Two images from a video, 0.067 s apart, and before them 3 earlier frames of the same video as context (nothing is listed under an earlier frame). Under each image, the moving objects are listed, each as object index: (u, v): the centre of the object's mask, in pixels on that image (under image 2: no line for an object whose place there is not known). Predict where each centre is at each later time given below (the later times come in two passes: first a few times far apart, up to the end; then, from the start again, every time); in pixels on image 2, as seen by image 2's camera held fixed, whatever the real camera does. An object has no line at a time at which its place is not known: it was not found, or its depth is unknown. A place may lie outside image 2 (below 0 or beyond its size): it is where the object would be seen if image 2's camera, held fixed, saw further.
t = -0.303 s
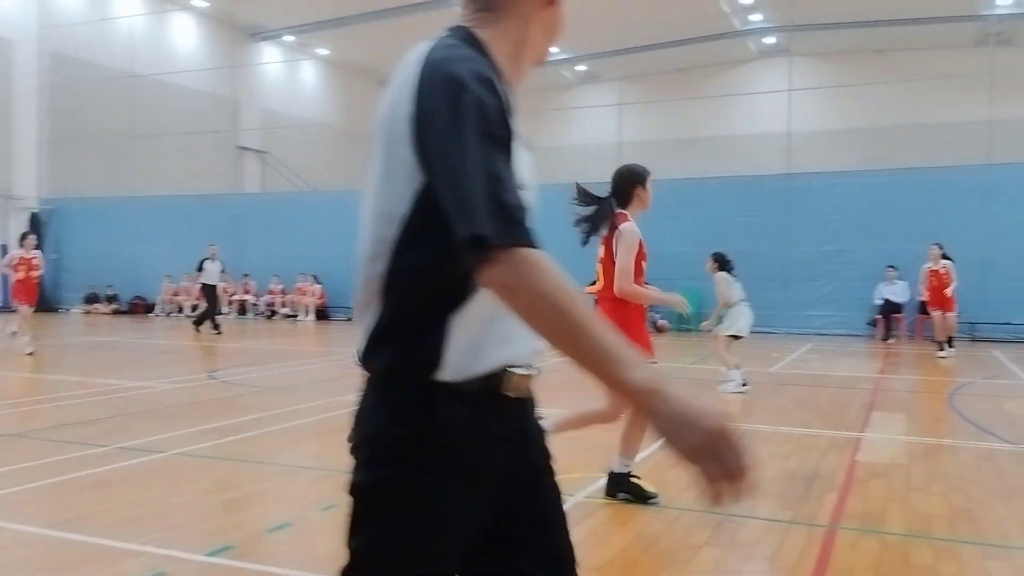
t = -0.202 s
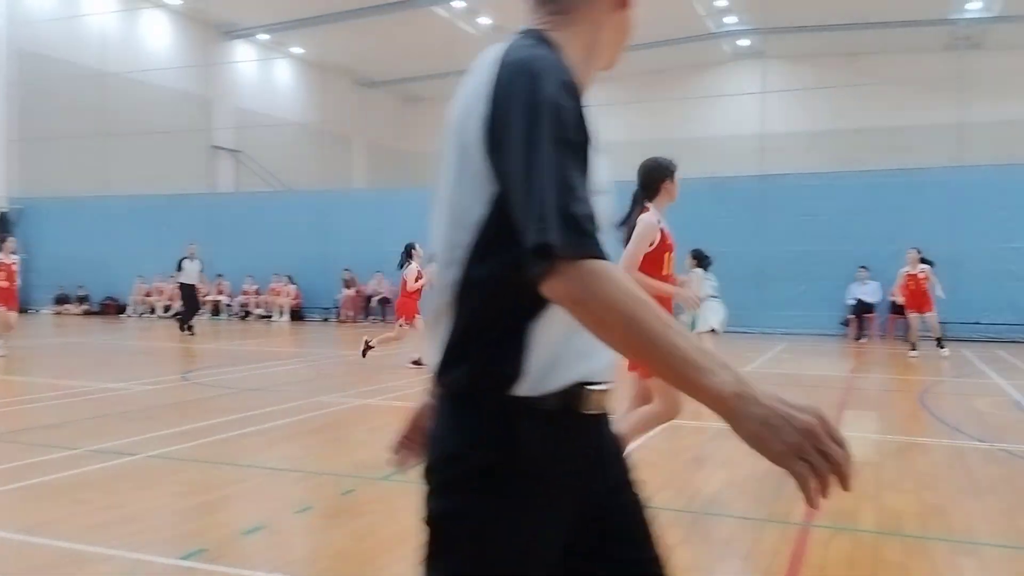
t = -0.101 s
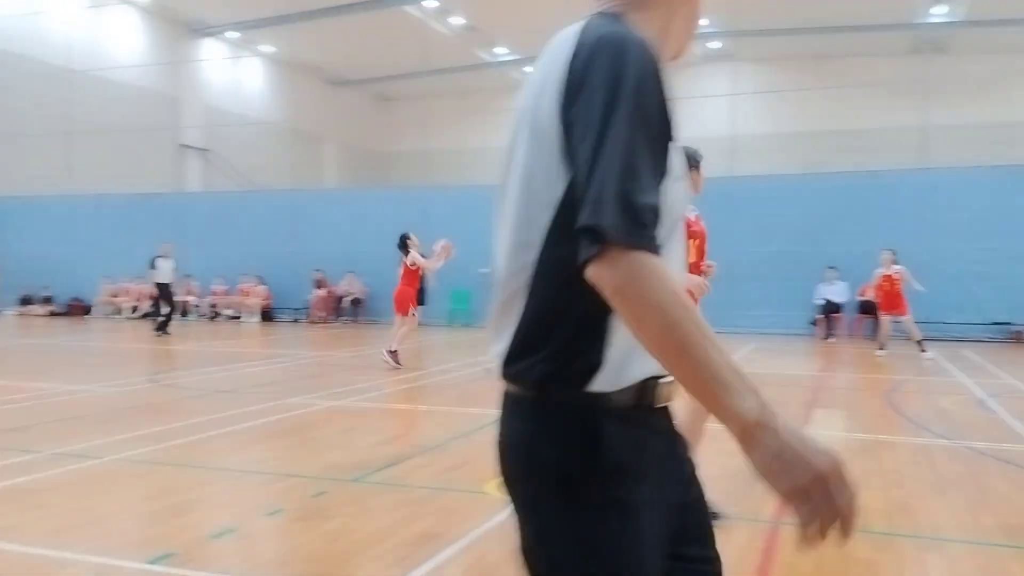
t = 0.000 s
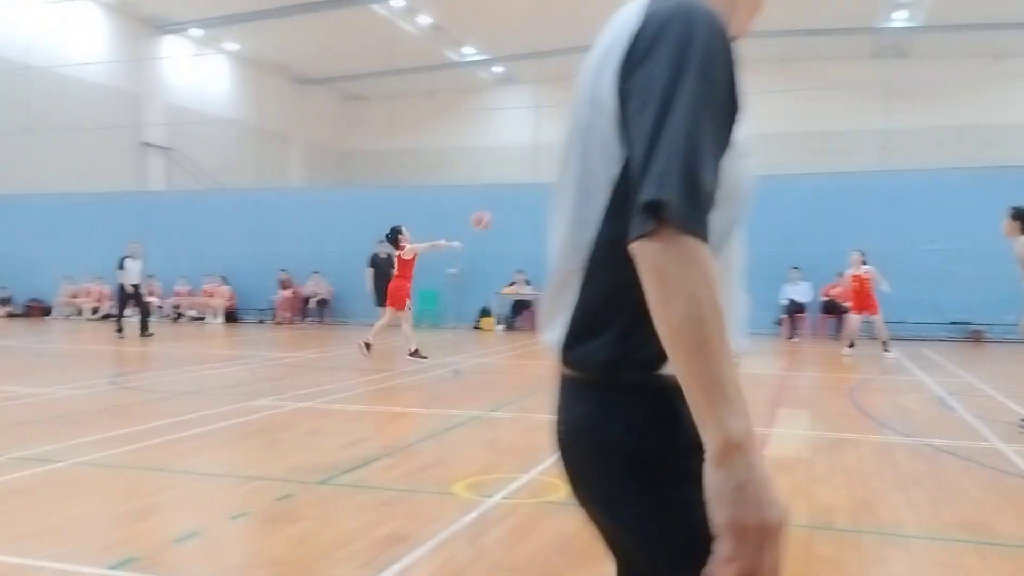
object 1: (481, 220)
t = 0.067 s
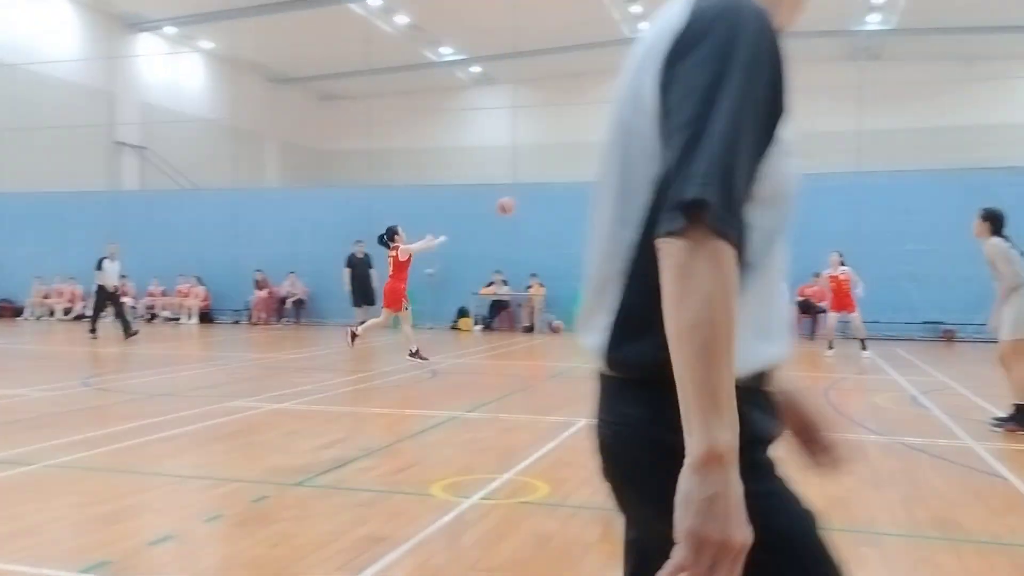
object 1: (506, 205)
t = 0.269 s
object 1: (642, 184)
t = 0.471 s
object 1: (767, 192)
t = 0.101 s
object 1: (529, 200)
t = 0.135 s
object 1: (552, 195)
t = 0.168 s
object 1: (575, 191)
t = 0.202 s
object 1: (598, 187)
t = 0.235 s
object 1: (620, 185)
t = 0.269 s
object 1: (642, 184)
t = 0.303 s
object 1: (664, 183)
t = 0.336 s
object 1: (685, 184)
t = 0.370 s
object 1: (706, 184)
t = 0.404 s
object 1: (727, 185)
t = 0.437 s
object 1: (747, 188)
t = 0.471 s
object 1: (767, 192)
